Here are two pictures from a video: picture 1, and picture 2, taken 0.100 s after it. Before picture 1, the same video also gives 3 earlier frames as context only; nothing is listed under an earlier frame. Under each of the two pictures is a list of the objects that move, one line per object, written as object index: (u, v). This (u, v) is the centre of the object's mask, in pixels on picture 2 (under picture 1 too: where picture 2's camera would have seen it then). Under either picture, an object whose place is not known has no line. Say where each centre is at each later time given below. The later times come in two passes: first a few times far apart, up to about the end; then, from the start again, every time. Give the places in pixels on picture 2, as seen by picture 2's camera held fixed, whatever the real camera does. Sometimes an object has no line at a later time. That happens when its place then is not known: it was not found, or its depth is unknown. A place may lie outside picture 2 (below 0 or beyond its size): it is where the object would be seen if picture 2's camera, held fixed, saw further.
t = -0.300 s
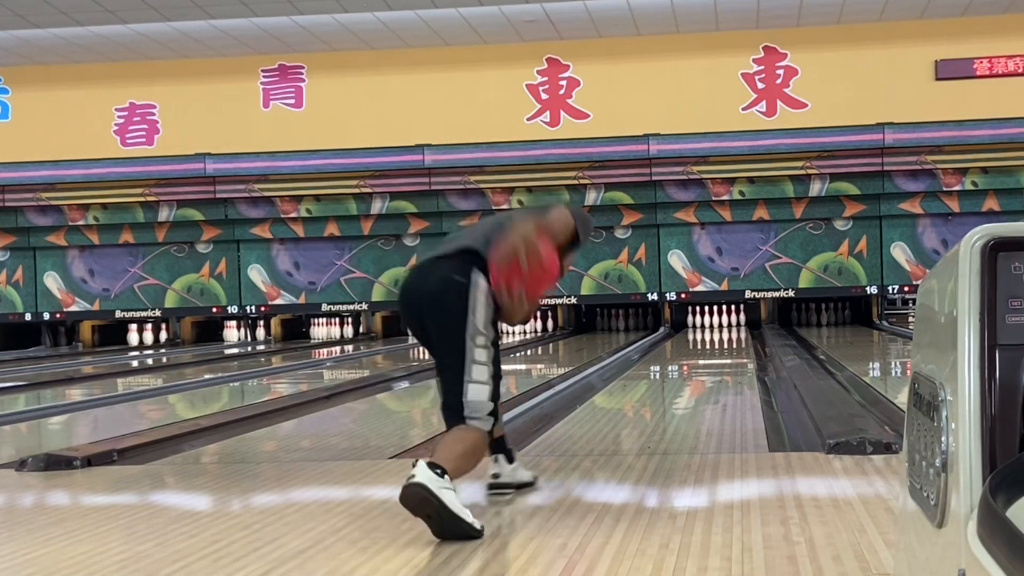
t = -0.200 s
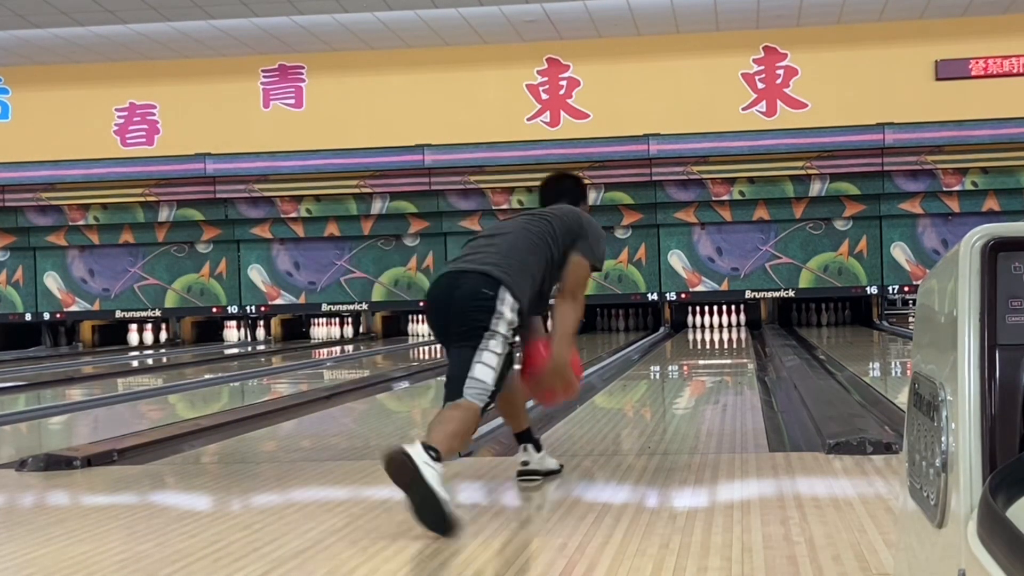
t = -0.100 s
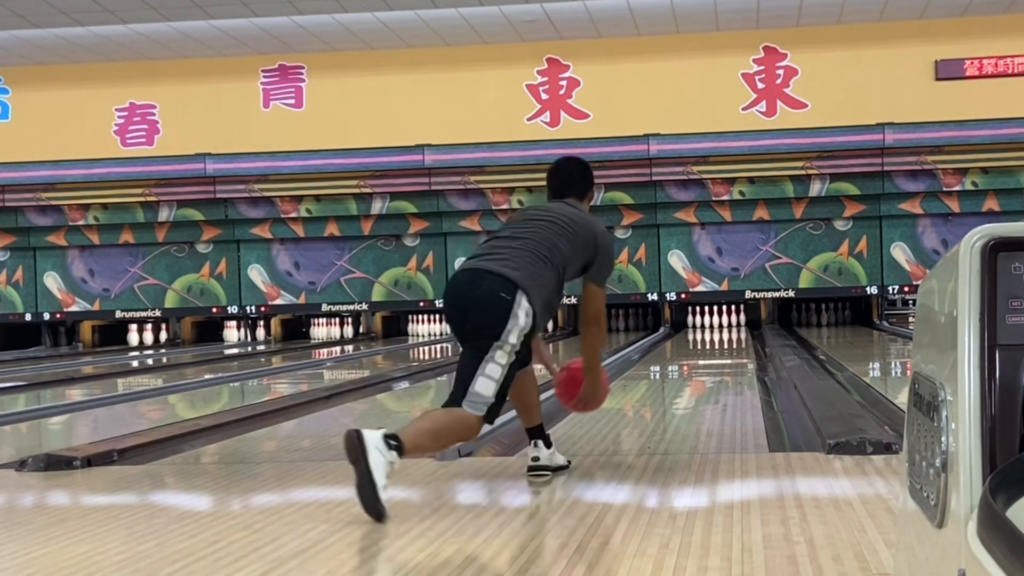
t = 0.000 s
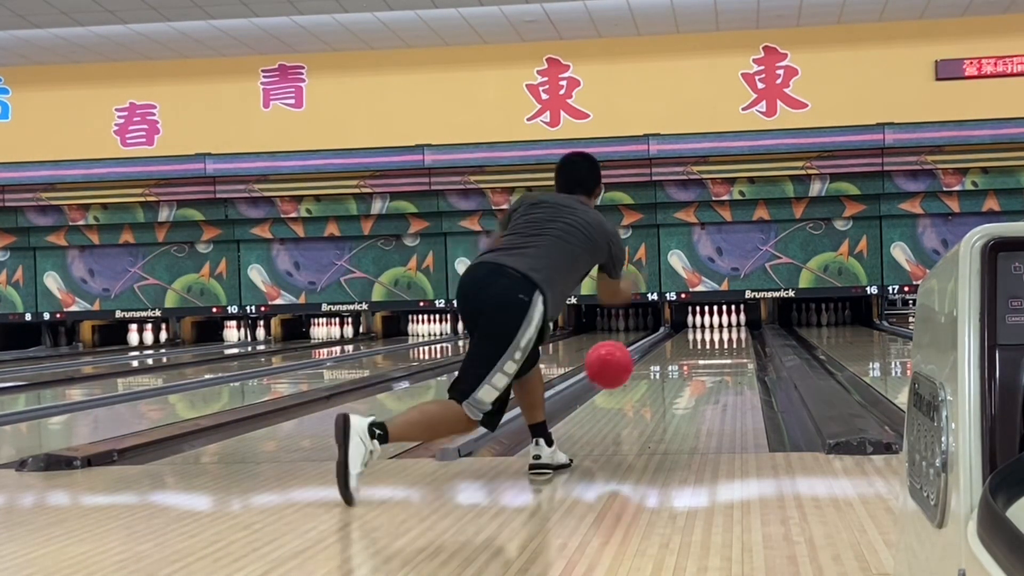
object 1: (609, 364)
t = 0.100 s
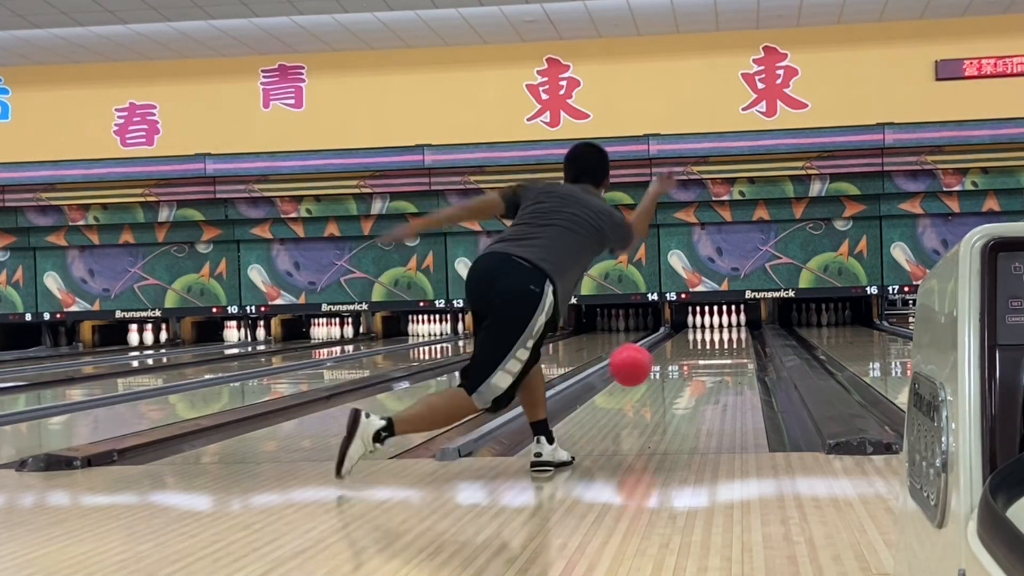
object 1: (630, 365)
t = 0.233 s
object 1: (654, 391)
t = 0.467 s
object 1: (681, 372)
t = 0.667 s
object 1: (696, 361)
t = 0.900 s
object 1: (709, 351)
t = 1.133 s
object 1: (717, 344)
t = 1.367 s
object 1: (723, 338)
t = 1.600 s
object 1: (727, 333)
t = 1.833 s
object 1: (728, 329)
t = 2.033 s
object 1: (728, 327)
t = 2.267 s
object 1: (725, 324)
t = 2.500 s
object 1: (719, 322)
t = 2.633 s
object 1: (718, 322)
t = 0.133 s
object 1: (636, 369)
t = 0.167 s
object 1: (643, 375)
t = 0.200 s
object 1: (649, 383)
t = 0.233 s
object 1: (654, 391)
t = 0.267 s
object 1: (658, 386)
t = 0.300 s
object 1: (662, 383)
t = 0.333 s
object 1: (667, 381)
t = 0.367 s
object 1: (671, 379)
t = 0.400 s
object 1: (675, 377)
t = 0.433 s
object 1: (678, 374)
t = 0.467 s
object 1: (681, 372)
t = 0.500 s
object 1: (684, 370)
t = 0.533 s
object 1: (686, 368)
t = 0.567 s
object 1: (689, 366)
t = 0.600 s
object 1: (692, 364)
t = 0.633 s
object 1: (694, 362)
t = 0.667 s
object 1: (696, 361)
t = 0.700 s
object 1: (698, 359)
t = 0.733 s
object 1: (700, 358)
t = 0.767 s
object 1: (702, 356)
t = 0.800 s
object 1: (704, 355)
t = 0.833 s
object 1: (705, 354)
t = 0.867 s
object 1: (707, 352)
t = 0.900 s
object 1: (709, 351)
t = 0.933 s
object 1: (710, 350)
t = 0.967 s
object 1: (711, 349)
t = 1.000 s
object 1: (712, 348)
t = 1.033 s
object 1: (714, 347)
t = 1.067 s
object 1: (715, 346)
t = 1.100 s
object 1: (716, 345)
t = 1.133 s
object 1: (717, 344)
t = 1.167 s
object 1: (718, 343)
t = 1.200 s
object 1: (719, 342)
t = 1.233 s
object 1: (720, 341)
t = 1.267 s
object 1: (721, 341)
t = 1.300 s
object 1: (721, 339)
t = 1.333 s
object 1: (722, 339)
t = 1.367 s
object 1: (723, 338)
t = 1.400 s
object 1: (724, 337)
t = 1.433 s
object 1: (725, 337)
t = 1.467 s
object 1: (725, 336)
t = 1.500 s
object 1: (725, 336)
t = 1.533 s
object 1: (726, 334)
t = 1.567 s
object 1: (727, 334)
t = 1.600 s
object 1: (727, 333)
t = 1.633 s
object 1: (727, 332)
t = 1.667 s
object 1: (728, 332)
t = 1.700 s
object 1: (728, 331)
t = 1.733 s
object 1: (728, 331)
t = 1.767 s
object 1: (728, 330)
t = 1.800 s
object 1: (728, 330)
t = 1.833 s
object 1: (728, 329)
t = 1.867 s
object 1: (728, 329)
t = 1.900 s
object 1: (728, 328)
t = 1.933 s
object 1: (728, 328)
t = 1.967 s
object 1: (728, 327)
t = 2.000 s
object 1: (728, 327)
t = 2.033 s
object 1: (728, 327)
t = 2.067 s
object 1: (727, 326)
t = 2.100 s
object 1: (727, 326)
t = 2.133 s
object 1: (726, 326)
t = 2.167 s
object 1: (726, 325)
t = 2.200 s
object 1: (726, 325)
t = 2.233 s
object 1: (725, 325)
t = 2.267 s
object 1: (725, 324)
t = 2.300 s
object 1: (724, 324)
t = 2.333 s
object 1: (724, 324)
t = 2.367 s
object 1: (723, 323)
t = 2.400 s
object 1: (722, 323)
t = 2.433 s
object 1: (720, 323)
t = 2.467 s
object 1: (720, 322)
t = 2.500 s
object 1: (719, 322)
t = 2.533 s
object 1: (719, 322)
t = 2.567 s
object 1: (719, 322)
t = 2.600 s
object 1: (719, 321)
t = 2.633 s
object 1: (718, 322)
